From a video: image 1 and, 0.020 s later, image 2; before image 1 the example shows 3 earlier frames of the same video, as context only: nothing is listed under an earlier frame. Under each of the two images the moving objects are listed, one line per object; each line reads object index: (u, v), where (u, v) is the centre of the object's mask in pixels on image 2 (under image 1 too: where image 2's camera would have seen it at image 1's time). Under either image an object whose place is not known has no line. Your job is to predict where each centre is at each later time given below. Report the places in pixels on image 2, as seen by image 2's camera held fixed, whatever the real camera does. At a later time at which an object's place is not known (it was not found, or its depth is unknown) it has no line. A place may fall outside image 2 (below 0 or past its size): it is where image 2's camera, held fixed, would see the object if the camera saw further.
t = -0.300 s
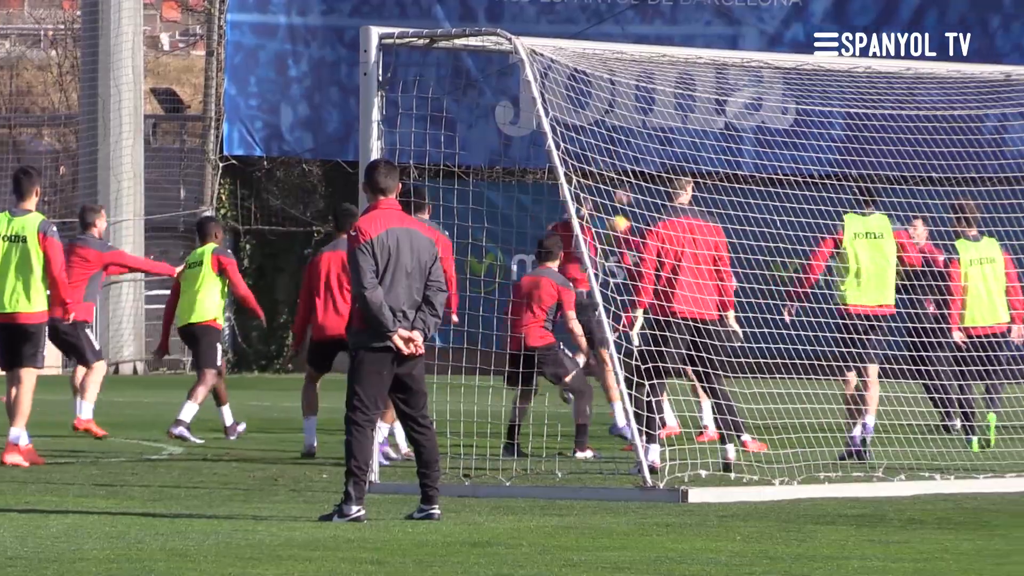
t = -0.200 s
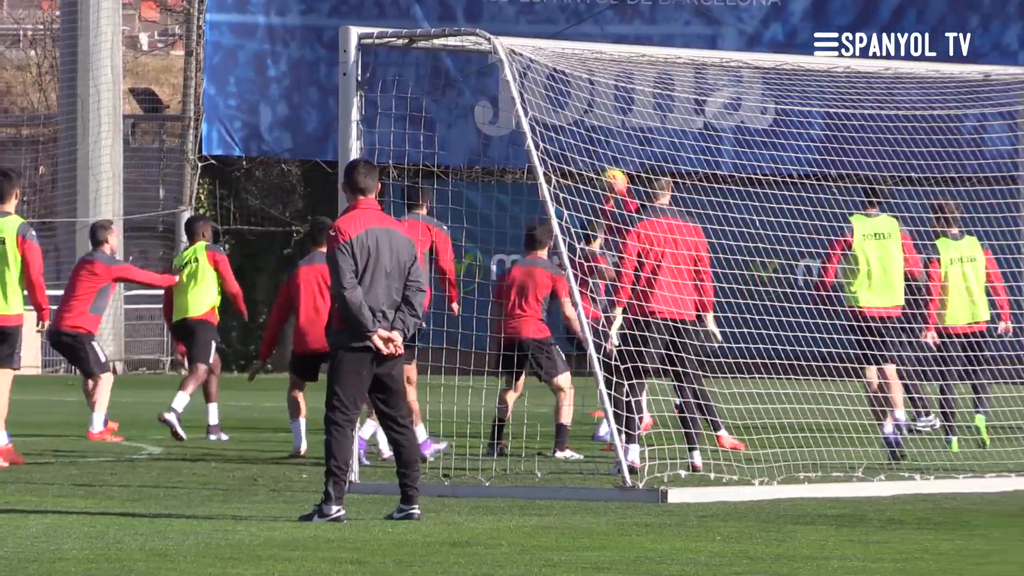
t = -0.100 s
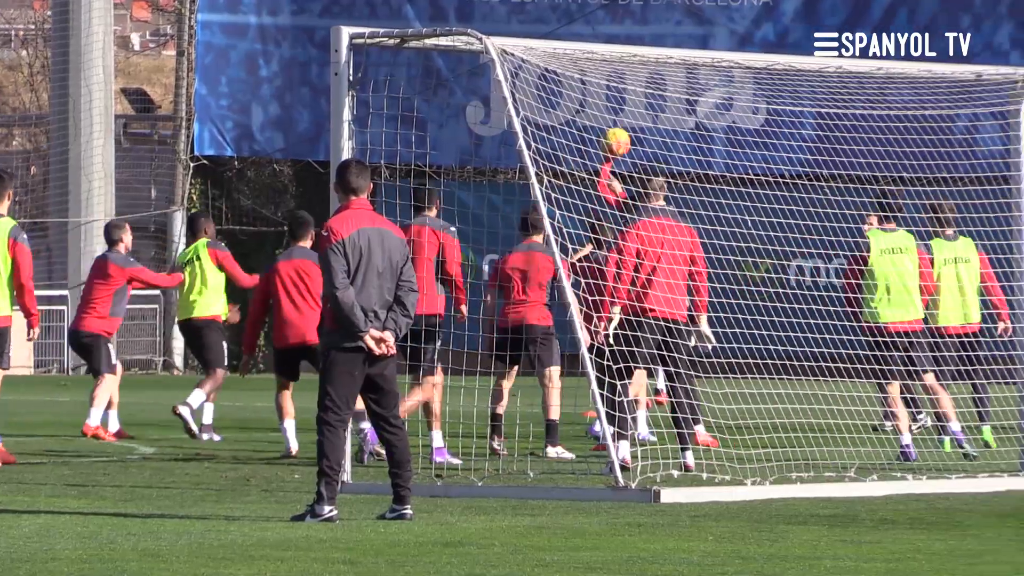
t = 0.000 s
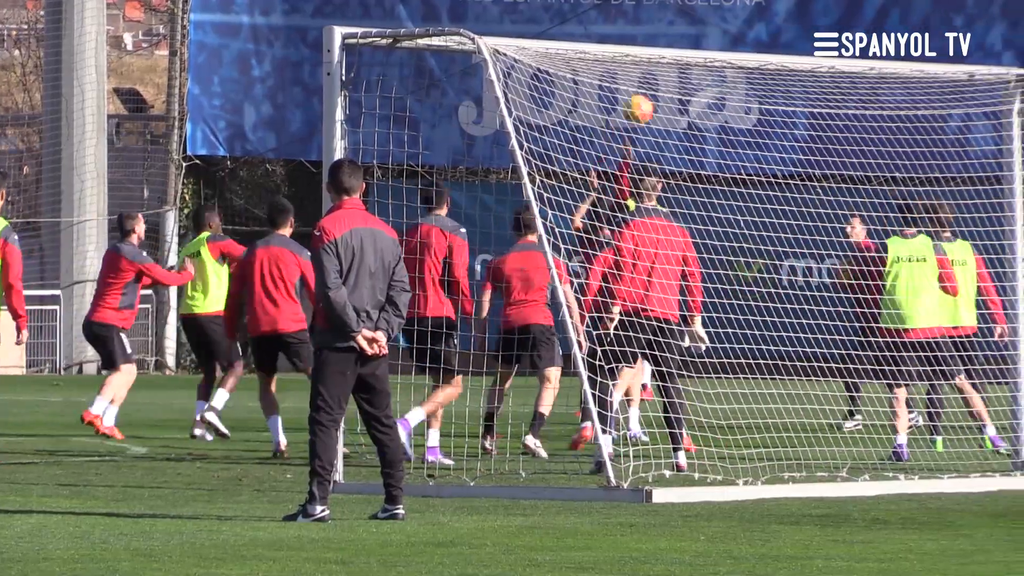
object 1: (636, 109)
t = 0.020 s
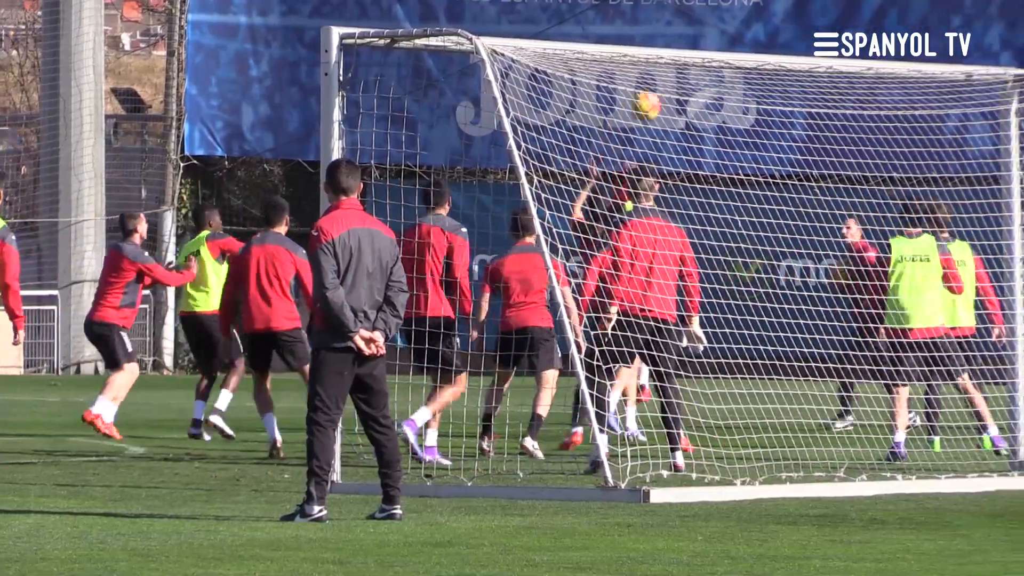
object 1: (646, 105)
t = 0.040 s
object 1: (655, 102)
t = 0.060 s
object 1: (666, 98)
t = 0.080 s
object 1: (674, 97)
